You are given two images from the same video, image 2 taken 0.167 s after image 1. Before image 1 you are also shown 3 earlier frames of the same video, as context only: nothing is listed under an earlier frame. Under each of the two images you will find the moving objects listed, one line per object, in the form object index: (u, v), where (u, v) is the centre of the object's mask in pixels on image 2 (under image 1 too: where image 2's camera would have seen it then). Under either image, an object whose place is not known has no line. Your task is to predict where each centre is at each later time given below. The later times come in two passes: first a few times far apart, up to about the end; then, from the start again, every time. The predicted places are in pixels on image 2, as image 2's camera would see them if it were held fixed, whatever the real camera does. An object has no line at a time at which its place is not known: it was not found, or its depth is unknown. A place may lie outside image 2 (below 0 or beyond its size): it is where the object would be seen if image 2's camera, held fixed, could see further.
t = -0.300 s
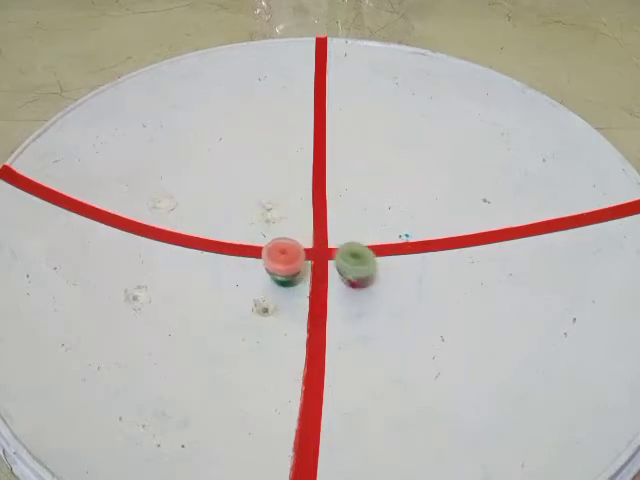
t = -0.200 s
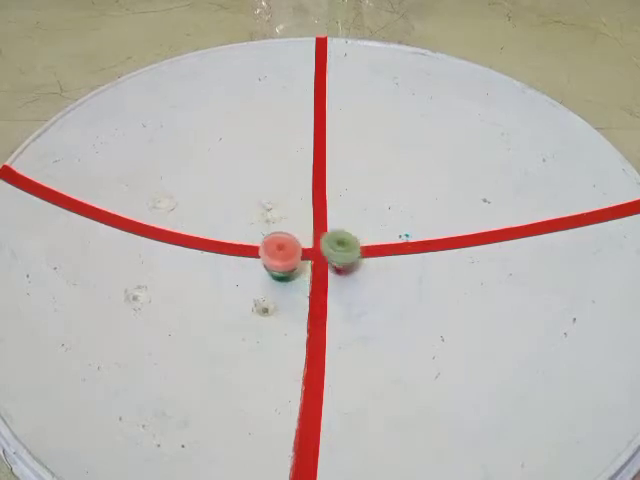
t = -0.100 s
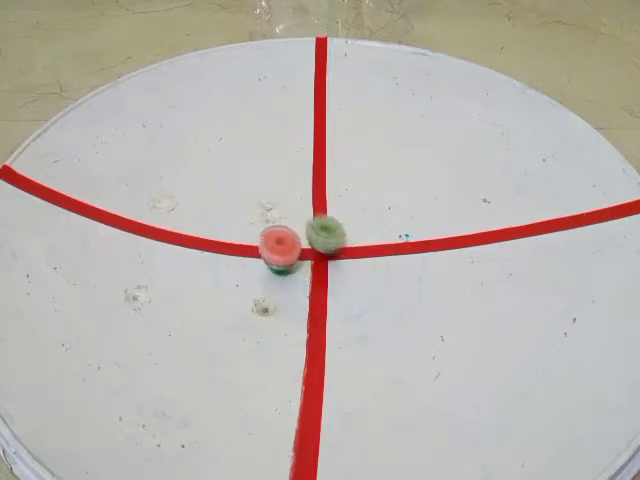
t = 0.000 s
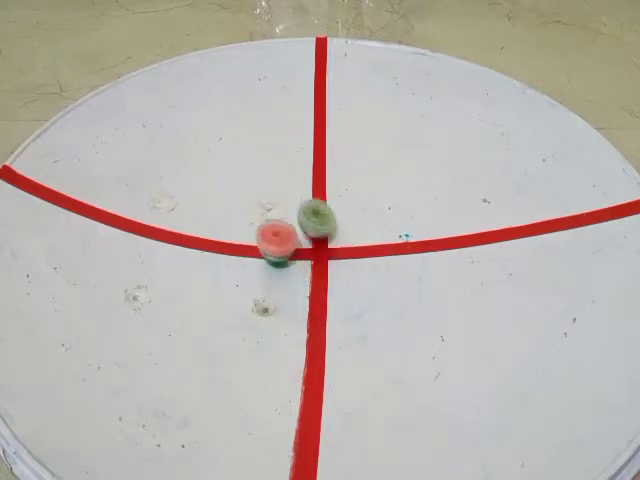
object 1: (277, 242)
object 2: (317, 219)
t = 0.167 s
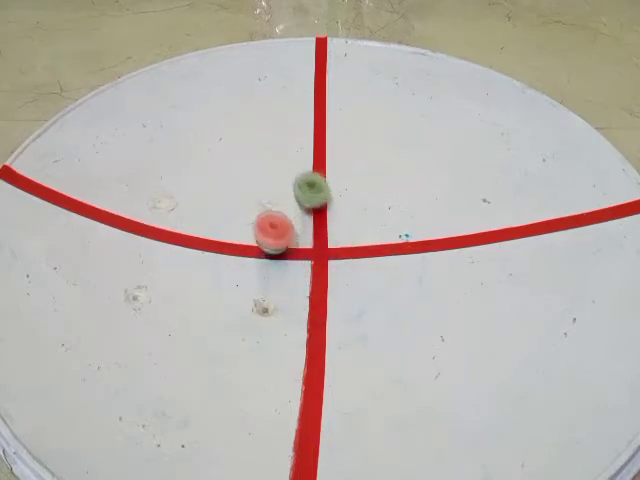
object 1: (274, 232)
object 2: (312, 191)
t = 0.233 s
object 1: (275, 230)
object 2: (308, 183)
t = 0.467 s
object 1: (286, 223)
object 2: (294, 173)
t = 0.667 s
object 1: (298, 223)
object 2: (285, 187)
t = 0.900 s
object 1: (293, 249)
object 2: (288, 196)
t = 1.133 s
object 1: (274, 248)
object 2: (300, 218)
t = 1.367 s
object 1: (267, 235)
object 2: (328, 229)
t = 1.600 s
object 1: (281, 231)
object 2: (347, 252)
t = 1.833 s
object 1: (288, 244)
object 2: (351, 267)
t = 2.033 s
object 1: (276, 249)
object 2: (338, 267)
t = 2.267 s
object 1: (271, 239)
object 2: (319, 251)
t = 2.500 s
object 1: (277, 229)
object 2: (322, 240)
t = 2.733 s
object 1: (283, 232)
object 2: (336, 236)
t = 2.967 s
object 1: (278, 238)
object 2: (331, 233)
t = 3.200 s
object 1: (273, 237)
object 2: (319, 233)
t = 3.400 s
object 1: (267, 233)
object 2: (320, 240)
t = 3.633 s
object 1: (269, 223)
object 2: (350, 251)
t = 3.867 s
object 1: (282, 230)
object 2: (346, 230)
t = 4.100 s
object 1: (288, 251)
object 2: (328, 246)
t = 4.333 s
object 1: (285, 267)
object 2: (350, 251)
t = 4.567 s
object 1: (285, 268)
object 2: (354, 247)
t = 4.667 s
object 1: (286, 264)
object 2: (353, 248)
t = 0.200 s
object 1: (275, 231)
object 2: (310, 187)
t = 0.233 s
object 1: (275, 230)
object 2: (308, 183)
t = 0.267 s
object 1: (276, 228)
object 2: (307, 179)
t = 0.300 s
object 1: (278, 227)
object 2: (304, 176)
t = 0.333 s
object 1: (280, 226)
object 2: (302, 174)
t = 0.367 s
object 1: (281, 224)
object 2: (300, 173)
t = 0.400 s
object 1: (283, 223)
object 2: (298, 172)
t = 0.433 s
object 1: (285, 223)
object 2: (296, 172)
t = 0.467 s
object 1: (286, 223)
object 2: (294, 173)
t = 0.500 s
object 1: (289, 222)
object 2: (292, 174)
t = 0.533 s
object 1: (291, 222)
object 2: (290, 177)
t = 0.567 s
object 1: (293, 222)
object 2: (288, 178)
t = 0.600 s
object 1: (293, 222)
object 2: (286, 180)
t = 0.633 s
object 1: (296, 222)
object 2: (286, 184)
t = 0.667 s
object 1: (298, 223)
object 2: (285, 187)
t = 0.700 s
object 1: (299, 228)
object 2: (285, 187)
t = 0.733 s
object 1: (298, 233)
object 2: (286, 189)
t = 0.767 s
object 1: (298, 238)
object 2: (286, 190)
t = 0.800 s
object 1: (298, 241)
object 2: (286, 191)
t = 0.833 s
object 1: (297, 243)
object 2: (286, 192)
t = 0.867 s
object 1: (296, 246)
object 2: (287, 194)
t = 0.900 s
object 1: (293, 249)
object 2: (288, 196)
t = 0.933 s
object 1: (290, 251)
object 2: (289, 199)
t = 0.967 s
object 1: (287, 252)
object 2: (291, 202)
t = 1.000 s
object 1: (285, 253)
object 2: (292, 205)
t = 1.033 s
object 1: (283, 252)
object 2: (294, 208)
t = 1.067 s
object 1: (280, 251)
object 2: (295, 211)
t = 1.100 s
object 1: (276, 250)
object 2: (297, 214)
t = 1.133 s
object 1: (274, 248)
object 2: (300, 218)
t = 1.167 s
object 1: (272, 246)
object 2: (303, 219)
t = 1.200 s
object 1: (268, 245)
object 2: (308, 221)
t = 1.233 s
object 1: (266, 242)
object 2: (313, 222)
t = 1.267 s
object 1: (265, 239)
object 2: (315, 223)
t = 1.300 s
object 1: (266, 237)
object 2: (320, 224)
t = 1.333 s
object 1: (266, 236)
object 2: (325, 227)
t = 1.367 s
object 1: (267, 235)
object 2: (328, 229)
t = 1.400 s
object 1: (267, 232)
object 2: (331, 231)
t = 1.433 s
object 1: (271, 230)
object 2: (335, 235)
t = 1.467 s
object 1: (274, 229)
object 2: (337, 238)
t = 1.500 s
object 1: (277, 230)
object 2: (341, 242)
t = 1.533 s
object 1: (279, 231)
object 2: (343, 246)
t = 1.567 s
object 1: (279, 231)
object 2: (345, 249)
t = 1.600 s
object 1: (281, 231)
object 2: (347, 252)
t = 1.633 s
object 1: (285, 231)
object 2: (349, 255)
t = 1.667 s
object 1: (287, 232)
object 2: (350, 258)
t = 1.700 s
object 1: (289, 235)
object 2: (351, 260)
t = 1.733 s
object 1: (289, 238)
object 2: (352, 263)
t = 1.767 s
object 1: (288, 240)
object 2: (352, 264)
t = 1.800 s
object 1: (289, 242)
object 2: (353, 264)
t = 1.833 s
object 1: (288, 244)
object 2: (351, 267)
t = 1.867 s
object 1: (288, 245)
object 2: (348, 268)
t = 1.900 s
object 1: (286, 248)
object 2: (347, 268)
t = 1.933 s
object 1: (284, 249)
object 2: (345, 269)
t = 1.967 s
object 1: (280, 249)
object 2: (343, 268)
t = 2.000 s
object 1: (277, 249)
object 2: (341, 268)
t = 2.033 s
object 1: (276, 249)
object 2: (338, 267)
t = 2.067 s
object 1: (275, 249)
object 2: (335, 266)
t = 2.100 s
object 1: (274, 248)
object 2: (334, 265)
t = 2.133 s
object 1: (272, 247)
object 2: (331, 263)
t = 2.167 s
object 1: (270, 244)
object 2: (327, 260)
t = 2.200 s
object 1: (270, 241)
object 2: (324, 258)
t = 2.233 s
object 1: (270, 239)
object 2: (322, 255)
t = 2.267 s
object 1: (271, 239)
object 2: (319, 251)
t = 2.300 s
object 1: (271, 238)
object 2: (315, 247)
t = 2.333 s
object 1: (271, 235)
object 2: (314, 245)
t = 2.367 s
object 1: (271, 231)
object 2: (314, 243)
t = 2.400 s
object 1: (272, 229)
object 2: (314, 242)
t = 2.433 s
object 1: (274, 228)
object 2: (315, 240)
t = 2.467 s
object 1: (276, 228)
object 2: (319, 239)
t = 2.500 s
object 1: (277, 229)
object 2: (322, 240)
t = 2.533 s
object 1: (277, 231)
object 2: (323, 239)
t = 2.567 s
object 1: (276, 230)
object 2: (326, 238)
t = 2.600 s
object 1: (277, 229)
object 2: (329, 238)
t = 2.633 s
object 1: (280, 228)
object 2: (331, 238)
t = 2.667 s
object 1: (282, 228)
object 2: (332, 237)
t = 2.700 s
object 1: (284, 230)
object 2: (335, 236)
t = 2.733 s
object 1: (283, 232)
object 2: (336, 236)
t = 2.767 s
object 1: (282, 234)
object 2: (335, 236)
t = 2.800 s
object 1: (281, 235)
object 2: (335, 235)
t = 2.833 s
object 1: (281, 236)
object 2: (336, 235)
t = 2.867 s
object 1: (282, 237)
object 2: (335, 234)
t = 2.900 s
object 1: (282, 237)
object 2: (334, 234)
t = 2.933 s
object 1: (280, 237)
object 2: (332, 234)
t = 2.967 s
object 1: (278, 238)
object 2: (331, 233)
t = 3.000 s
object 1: (274, 237)
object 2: (329, 233)
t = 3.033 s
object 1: (273, 236)
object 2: (327, 234)
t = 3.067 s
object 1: (274, 236)
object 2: (324, 234)
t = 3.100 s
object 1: (275, 235)
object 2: (322, 233)
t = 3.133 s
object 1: (276, 236)
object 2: (322, 233)
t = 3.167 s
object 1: (276, 237)
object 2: (321, 233)
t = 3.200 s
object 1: (273, 237)
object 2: (319, 233)
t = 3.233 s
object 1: (272, 236)
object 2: (316, 231)
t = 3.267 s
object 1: (272, 234)
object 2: (317, 230)
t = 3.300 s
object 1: (274, 233)
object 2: (316, 230)
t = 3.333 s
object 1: (273, 234)
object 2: (317, 232)
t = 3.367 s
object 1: (271, 235)
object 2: (319, 235)
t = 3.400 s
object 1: (267, 233)
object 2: (320, 240)
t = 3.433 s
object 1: (265, 231)
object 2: (321, 242)
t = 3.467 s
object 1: (264, 228)
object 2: (323, 245)
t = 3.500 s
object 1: (263, 227)
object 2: (326, 248)
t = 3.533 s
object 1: (265, 225)
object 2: (330, 250)
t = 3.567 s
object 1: (267, 223)
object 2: (336, 253)
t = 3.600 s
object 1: (268, 223)
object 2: (343, 254)
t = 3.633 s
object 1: (269, 223)
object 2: (350, 251)
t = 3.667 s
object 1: (271, 222)
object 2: (355, 248)
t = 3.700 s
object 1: (272, 223)
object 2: (357, 244)
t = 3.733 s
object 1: (274, 224)
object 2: (358, 239)
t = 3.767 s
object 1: (276, 224)
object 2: (357, 235)
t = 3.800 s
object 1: (278, 226)
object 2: (355, 231)
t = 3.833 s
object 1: (280, 228)
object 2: (353, 229)
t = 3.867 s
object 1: (282, 230)
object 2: (346, 230)
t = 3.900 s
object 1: (284, 232)
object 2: (341, 230)
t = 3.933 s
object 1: (284, 235)
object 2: (336, 231)
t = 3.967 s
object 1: (286, 238)
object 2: (332, 233)
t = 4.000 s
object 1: (287, 242)
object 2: (328, 235)
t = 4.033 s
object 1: (287, 245)
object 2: (326, 238)
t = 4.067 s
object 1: (287, 248)
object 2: (326, 242)
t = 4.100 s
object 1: (288, 251)
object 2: (328, 246)
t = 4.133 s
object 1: (287, 254)
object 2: (331, 250)
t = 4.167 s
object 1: (286, 257)
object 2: (334, 252)
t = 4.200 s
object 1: (287, 260)
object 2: (338, 253)
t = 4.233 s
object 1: (287, 262)
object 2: (342, 254)
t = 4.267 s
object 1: (287, 263)
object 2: (345, 253)
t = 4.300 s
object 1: (286, 265)
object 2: (348, 252)
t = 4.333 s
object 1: (285, 267)
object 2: (350, 251)
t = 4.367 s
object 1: (285, 268)
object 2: (352, 249)
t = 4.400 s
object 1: (285, 269)
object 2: (353, 248)
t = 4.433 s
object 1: (285, 269)
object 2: (354, 248)
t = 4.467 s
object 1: (285, 269)
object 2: (354, 247)
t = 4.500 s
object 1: (285, 269)
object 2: (354, 247)
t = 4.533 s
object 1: (285, 269)
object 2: (354, 247)
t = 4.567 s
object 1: (285, 268)
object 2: (354, 247)
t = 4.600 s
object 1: (285, 267)
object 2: (354, 247)
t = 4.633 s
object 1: (285, 265)
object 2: (354, 247)
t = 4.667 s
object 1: (286, 264)
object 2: (353, 248)
